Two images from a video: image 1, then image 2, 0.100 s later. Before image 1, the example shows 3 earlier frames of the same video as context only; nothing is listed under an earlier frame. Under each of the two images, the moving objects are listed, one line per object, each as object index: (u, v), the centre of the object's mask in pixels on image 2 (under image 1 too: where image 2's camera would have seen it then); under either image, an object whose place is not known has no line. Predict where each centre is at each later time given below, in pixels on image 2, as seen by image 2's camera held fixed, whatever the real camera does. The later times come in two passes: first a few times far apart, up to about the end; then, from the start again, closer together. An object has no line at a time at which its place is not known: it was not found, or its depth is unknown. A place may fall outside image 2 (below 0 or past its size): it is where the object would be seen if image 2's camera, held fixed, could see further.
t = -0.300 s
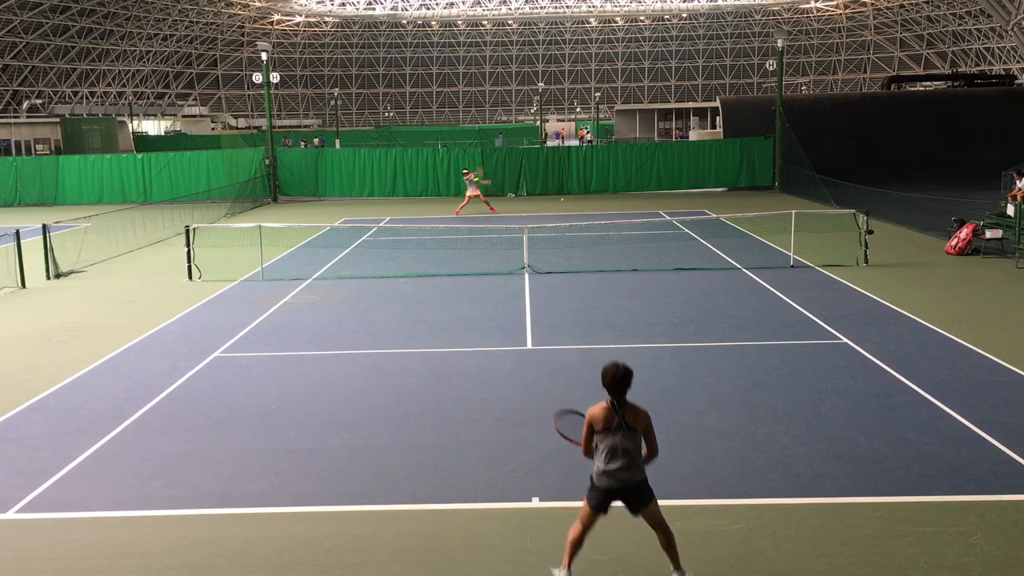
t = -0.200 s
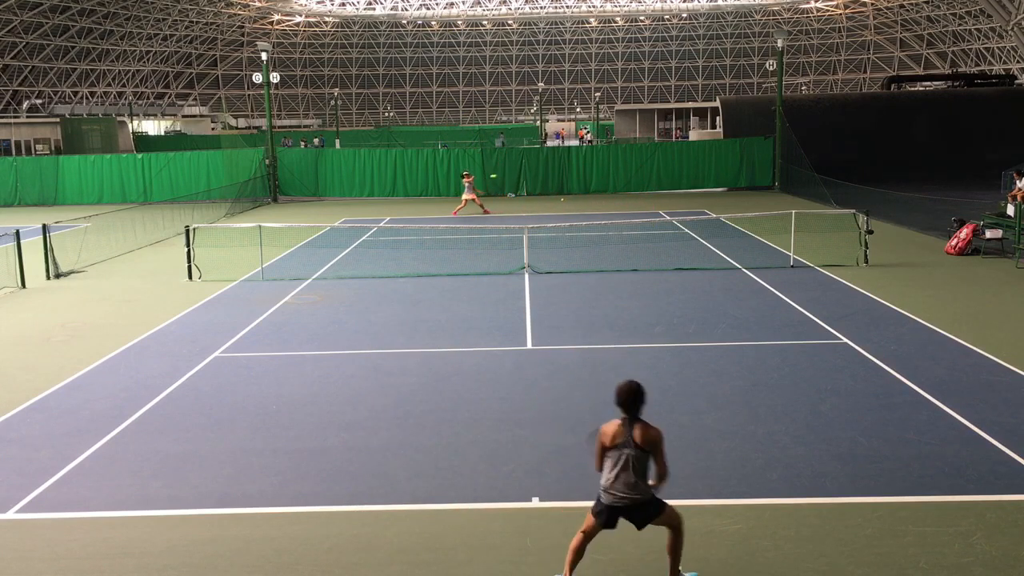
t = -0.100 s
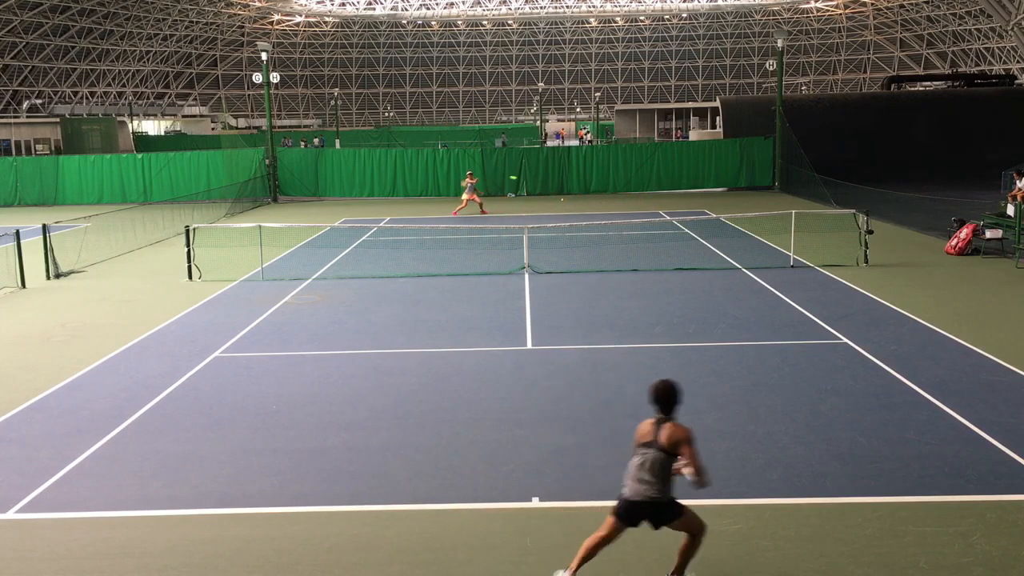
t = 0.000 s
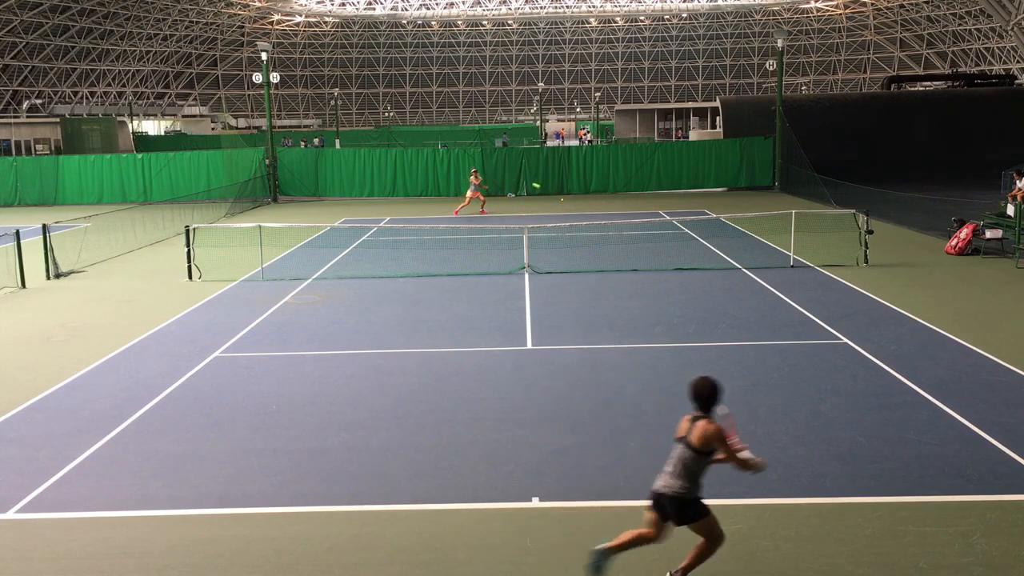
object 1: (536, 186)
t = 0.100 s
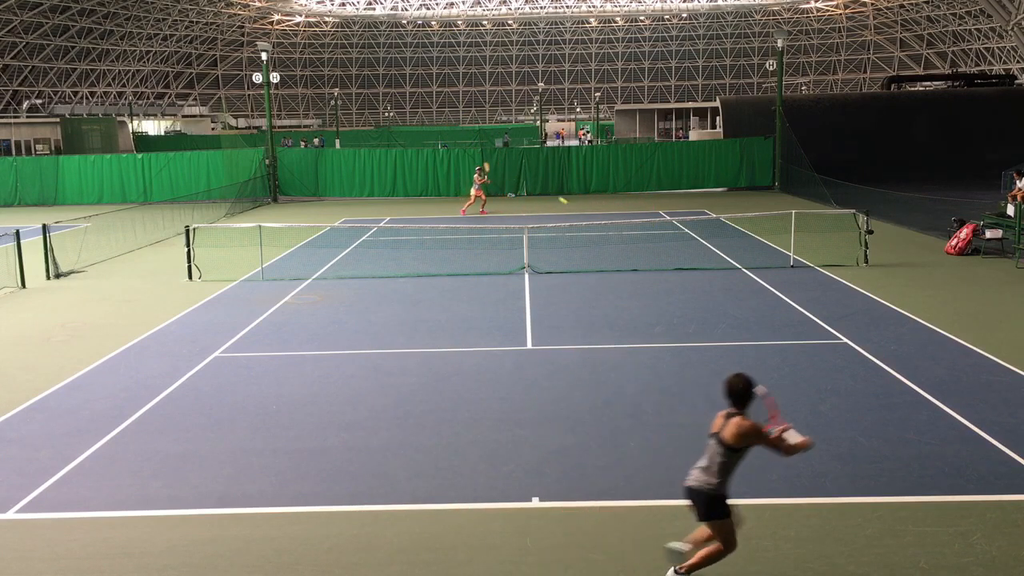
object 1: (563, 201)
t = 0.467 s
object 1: (698, 323)
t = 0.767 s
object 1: (818, 301)
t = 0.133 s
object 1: (572, 208)
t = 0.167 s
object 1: (583, 215)
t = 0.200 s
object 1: (594, 225)
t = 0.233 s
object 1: (605, 235)
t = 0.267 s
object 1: (617, 247)
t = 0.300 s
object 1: (630, 261)
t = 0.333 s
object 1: (644, 275)
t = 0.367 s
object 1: (658, 291)
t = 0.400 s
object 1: (672, 309)
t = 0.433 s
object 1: (687, 326)
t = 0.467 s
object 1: (698, 323)
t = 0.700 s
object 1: (787, 300)
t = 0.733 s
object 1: (803, 300)
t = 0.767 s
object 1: (818, 301)
